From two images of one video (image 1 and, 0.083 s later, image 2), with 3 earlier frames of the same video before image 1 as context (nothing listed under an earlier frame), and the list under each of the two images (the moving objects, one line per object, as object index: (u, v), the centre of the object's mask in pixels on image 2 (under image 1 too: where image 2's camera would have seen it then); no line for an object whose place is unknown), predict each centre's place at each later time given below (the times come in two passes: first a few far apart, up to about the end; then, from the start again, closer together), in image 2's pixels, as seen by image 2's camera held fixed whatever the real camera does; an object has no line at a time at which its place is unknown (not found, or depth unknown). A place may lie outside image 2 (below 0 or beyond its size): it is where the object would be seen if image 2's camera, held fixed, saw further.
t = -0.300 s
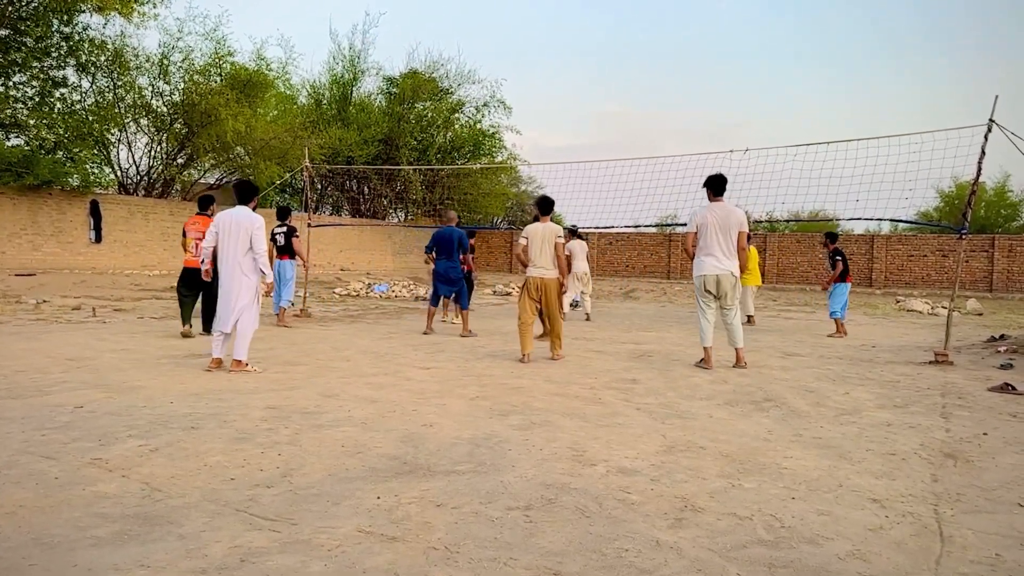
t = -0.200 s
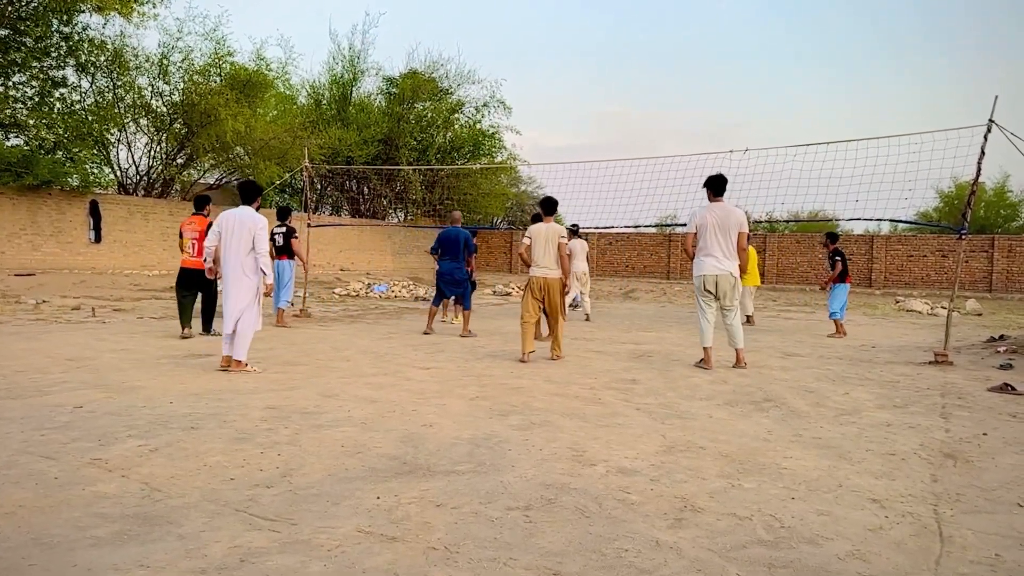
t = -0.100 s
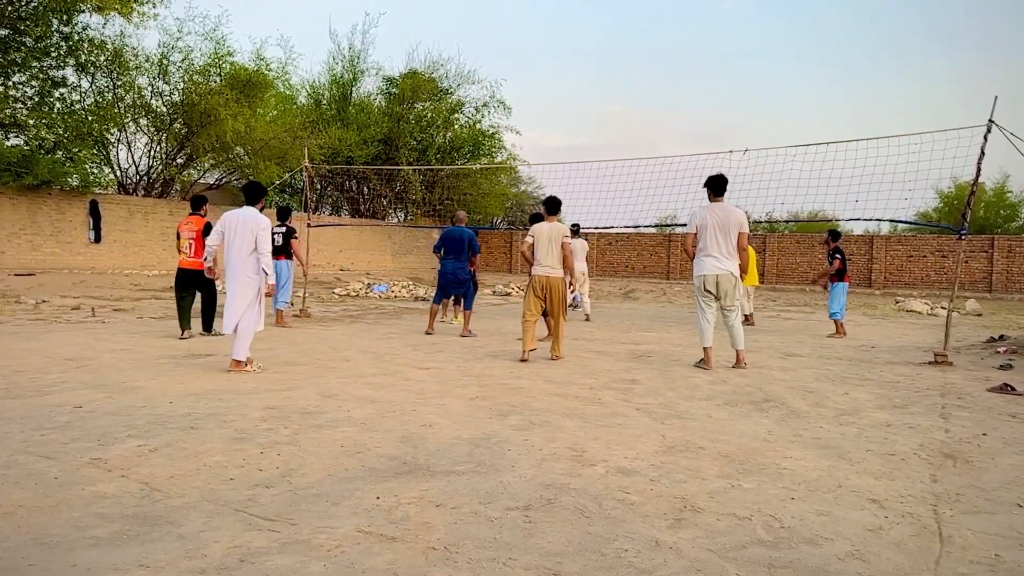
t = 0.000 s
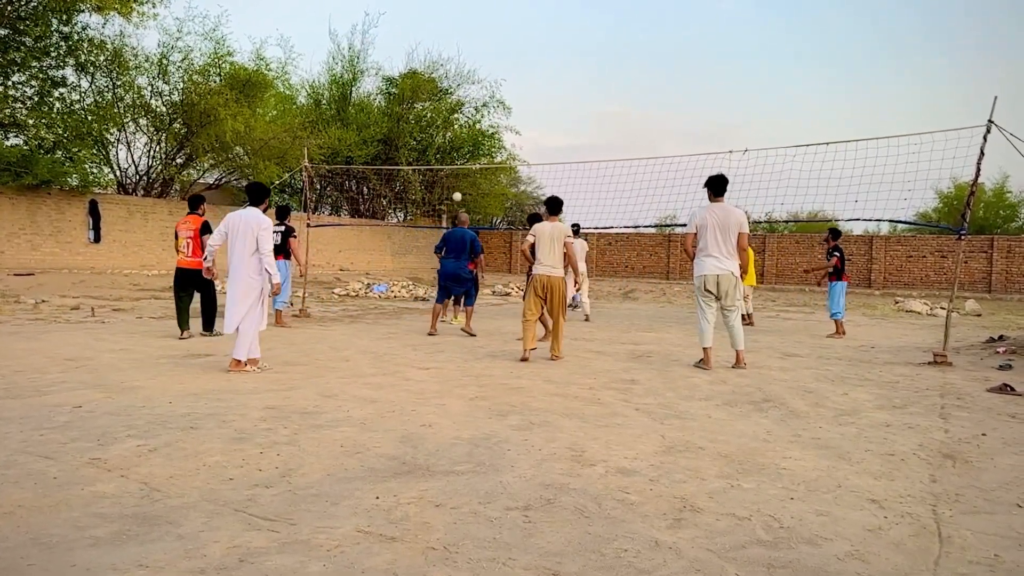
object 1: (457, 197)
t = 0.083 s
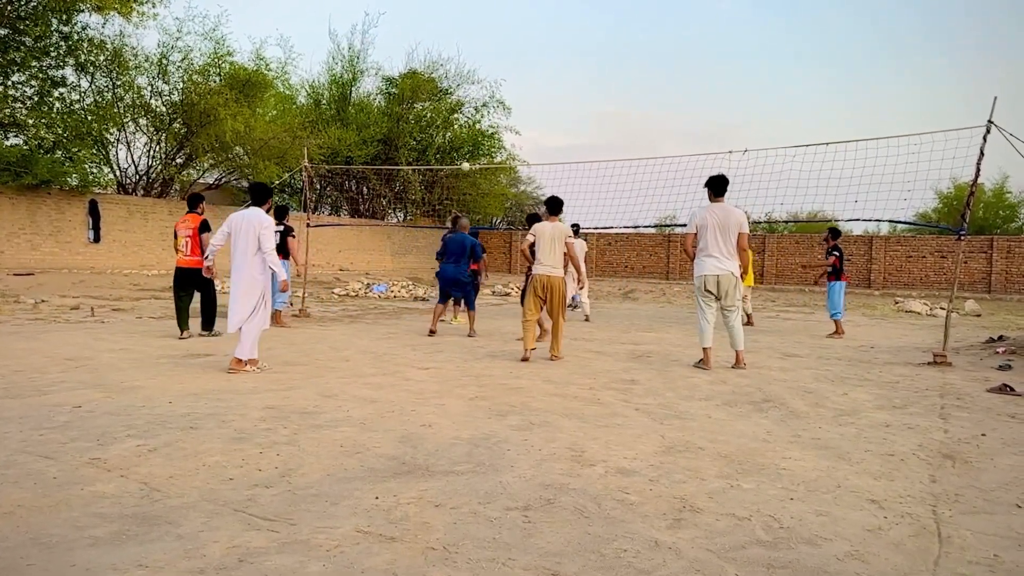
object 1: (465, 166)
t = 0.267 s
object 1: (484, 108)
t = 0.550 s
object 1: (514, 45)
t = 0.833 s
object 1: (544, 16)
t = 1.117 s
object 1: (575, 28)
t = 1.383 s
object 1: (605, 81)
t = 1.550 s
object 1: (623, 136)
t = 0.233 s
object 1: (483, 116)
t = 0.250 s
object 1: (482, 114)
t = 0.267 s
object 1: (484, 108)
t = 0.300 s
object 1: (488, 99)
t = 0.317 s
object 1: (491, 93)
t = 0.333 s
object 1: (491, 91)
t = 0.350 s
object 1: (492, 87)
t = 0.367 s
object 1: (494, 83)
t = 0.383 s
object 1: (496, 79)
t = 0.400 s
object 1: (498, 75)
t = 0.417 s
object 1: (499, 71)
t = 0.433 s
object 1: (501, 67)
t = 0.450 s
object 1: (503, 64)
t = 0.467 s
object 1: (505, 60)
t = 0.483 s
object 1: (506, 57)
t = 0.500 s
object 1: (508, 54)
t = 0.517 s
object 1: (510, 50)
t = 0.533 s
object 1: (512, 47)
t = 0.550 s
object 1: (514, 45)
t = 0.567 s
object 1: (516, 42)
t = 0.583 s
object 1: (517, 39)
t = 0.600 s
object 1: (519, 37)
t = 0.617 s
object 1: (521, 35)
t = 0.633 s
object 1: (523, 32)
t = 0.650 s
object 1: (524, 30)
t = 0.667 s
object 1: (526, 28)
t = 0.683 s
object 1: (528, 27)
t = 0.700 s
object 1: (530, 25)
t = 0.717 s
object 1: (531, 24)
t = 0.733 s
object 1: (533, 22)
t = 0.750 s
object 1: (535, 21)
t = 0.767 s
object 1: (537, 20)
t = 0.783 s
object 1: (538, 19)
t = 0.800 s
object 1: (540, 18)
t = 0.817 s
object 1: (542, 17)
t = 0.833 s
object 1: (544, 16)
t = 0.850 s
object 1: (546, 16)
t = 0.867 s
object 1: (548, 15)
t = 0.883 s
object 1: (550, 15)
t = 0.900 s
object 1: (552, 15)
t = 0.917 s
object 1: (553, 15)
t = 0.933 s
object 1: (555, 16)
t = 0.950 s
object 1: (557, 16)
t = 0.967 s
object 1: (559, 16)
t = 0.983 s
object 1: (561, 17)
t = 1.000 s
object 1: (563, 18)
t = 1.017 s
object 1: (564, 18)
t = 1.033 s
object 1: (566, 20)
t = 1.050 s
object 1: (568, 21)
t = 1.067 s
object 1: (570, 23)
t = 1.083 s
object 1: (572, 24)
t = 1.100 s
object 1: (573, 26)
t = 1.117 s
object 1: (575, 28)
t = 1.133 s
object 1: (577, 30)
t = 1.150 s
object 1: (579, 32)
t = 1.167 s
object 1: (581, 35)
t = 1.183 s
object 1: (583, 38)
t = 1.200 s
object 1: (585, 40)
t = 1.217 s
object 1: (587, 43)
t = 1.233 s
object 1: (589, 46)
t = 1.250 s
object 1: (590, 50)
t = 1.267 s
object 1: (592, 53)
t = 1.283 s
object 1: (594, 56)
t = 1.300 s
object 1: (596, 60)
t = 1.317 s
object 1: (597, 64)
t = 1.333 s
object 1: (599, 68)
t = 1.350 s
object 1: (601, 72)
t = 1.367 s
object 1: (603, 76)
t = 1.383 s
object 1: (605, 81)
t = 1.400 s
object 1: (606, 85)
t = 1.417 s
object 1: (608, 90)
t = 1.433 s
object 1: (610, 95)
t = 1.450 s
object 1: (611, 100)
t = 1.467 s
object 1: (613, 106)
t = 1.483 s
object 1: (615, 111)
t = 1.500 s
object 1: (617, 117)
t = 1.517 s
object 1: (619, 124)
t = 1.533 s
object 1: (621, 130)
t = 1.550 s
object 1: (623, 136)
